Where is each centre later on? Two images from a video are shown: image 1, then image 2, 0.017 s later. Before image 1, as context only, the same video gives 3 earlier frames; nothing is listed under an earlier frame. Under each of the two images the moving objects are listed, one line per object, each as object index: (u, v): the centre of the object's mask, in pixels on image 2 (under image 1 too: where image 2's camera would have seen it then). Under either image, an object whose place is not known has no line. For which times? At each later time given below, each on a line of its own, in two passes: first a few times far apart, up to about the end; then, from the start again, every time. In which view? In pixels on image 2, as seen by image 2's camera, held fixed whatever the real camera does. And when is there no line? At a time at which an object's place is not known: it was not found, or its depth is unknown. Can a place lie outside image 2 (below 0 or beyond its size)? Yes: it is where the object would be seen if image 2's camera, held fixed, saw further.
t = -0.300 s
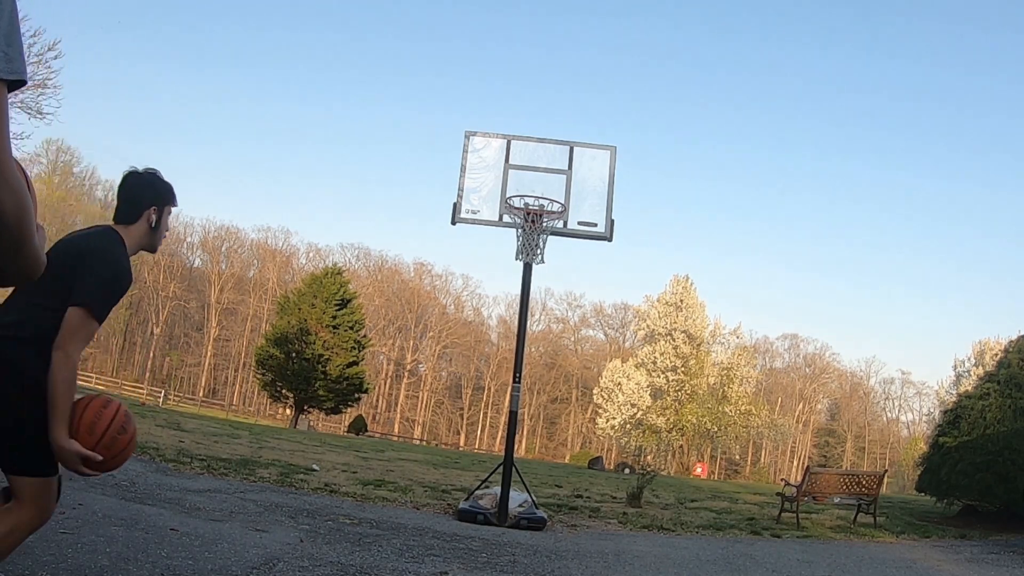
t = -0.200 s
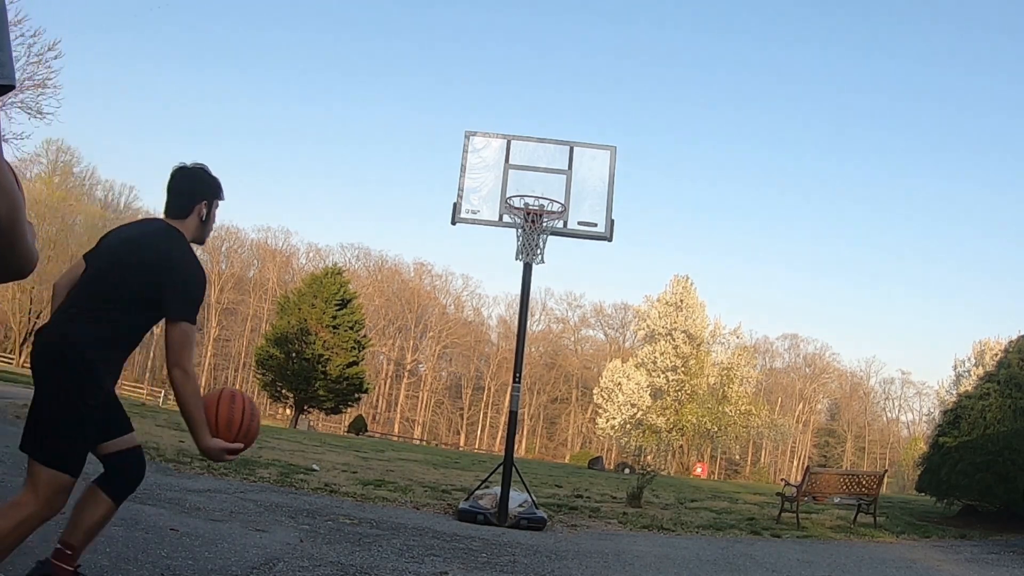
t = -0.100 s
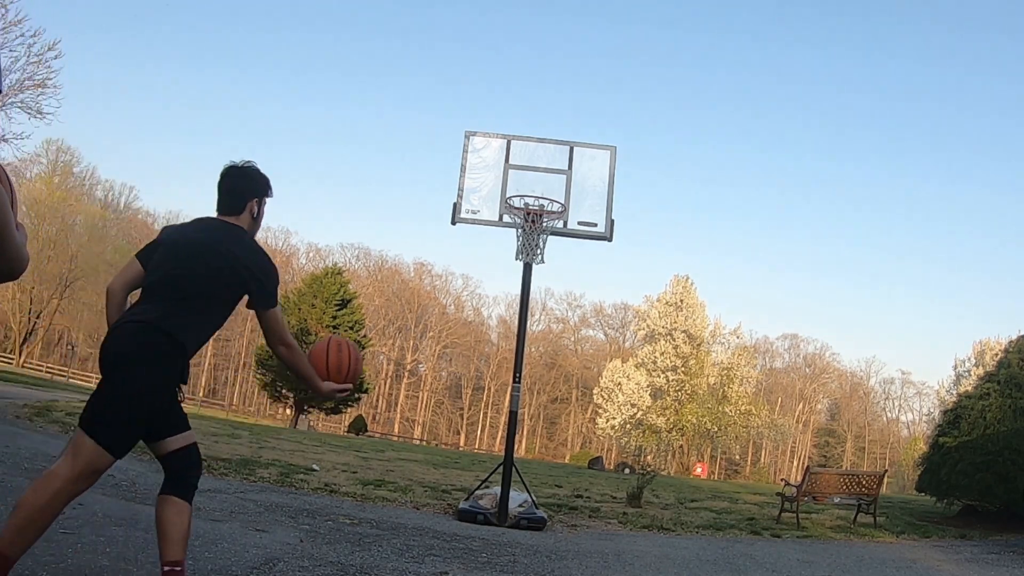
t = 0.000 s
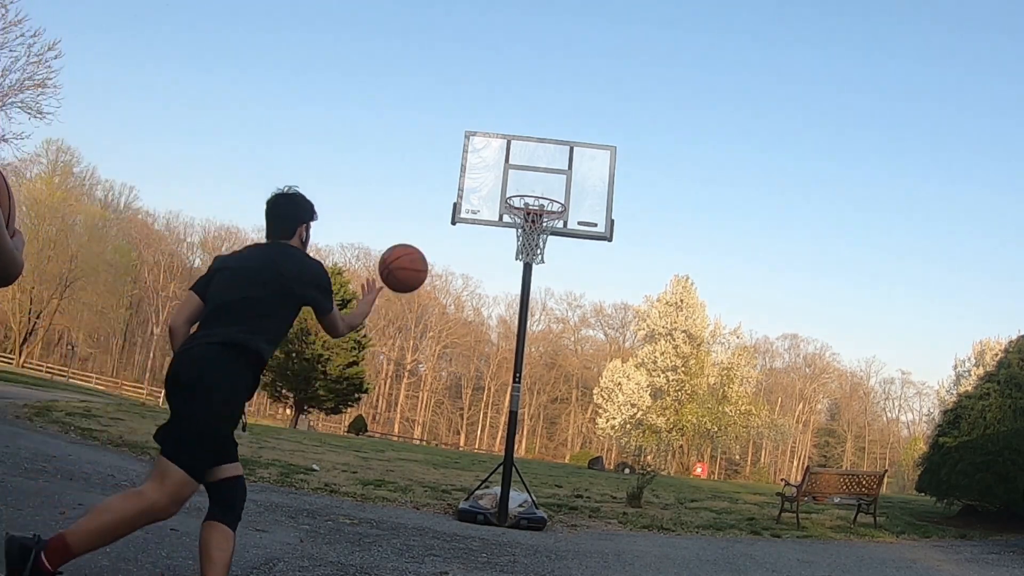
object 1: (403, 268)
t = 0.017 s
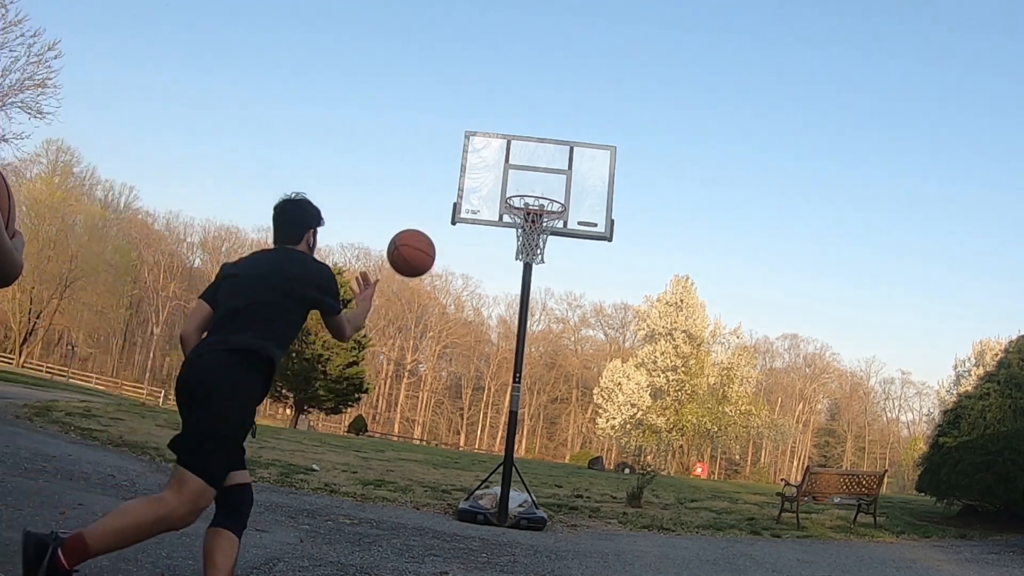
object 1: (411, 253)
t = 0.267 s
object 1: (493, 136)
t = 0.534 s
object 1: (535, 140)
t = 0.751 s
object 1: (547, 156)
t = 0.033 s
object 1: (419, 239)
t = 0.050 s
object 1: (426, 226)
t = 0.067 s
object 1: (433, 214)
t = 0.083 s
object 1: (440, 204)
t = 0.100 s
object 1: (446, 194)
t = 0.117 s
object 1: (452, 185)
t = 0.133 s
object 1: (457, 177)
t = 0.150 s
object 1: (462, 169)
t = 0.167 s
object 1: (467, 163)
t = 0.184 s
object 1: (472, 157)
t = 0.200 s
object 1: (477, 151)
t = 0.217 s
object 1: (481, 147)
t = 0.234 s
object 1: (485, 142)
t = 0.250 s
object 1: (489, 139)
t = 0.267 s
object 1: (493, 136)
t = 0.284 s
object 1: (497, 133)
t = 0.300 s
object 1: (500, 131)
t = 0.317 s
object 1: (504, 129)
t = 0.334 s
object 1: (507, 128)
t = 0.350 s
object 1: (509, 127)
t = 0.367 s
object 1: (513, 127)
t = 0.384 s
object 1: (515, 127)
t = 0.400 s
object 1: (518, 127)
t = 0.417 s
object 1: (520, 128)
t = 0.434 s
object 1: (523, 129)
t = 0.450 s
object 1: (525, 130)
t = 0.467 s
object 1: (527, 131)
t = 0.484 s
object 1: (529, 133)
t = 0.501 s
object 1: (531, 135)
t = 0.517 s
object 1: (533, 138)
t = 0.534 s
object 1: (535, 140)
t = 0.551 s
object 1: (536, 143)
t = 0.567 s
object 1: (538, 146)
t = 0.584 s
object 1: (540, 150)
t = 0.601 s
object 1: (541, 153)
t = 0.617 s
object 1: (542, 157)
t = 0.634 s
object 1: (544, 161)
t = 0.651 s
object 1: (544, 162)
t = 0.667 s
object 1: (545, 161)
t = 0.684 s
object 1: (546, 159)
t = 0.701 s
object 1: (546, 158)
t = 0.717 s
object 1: (547, 157)
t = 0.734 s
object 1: (547, 156)
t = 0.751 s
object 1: (547, 156)
